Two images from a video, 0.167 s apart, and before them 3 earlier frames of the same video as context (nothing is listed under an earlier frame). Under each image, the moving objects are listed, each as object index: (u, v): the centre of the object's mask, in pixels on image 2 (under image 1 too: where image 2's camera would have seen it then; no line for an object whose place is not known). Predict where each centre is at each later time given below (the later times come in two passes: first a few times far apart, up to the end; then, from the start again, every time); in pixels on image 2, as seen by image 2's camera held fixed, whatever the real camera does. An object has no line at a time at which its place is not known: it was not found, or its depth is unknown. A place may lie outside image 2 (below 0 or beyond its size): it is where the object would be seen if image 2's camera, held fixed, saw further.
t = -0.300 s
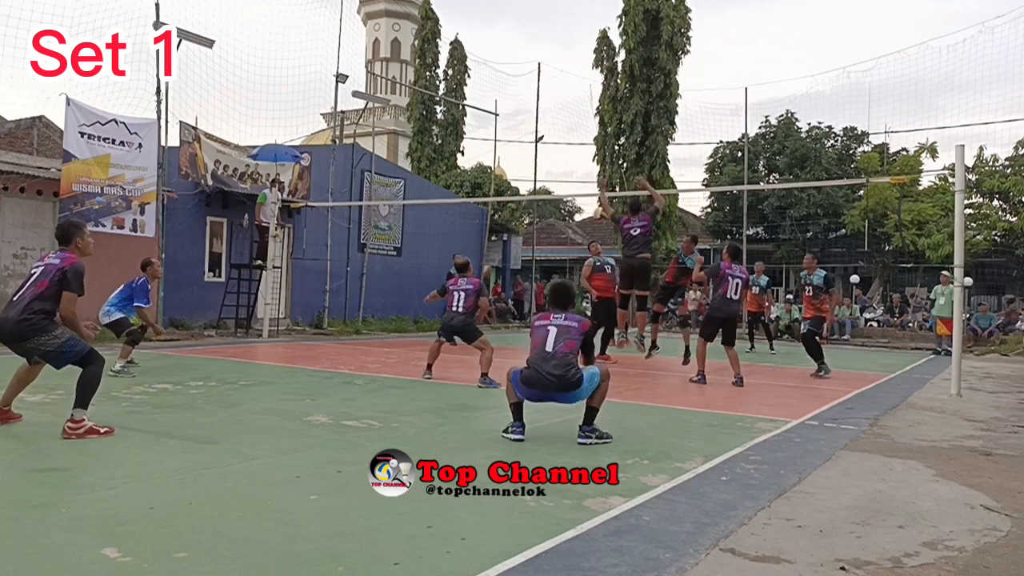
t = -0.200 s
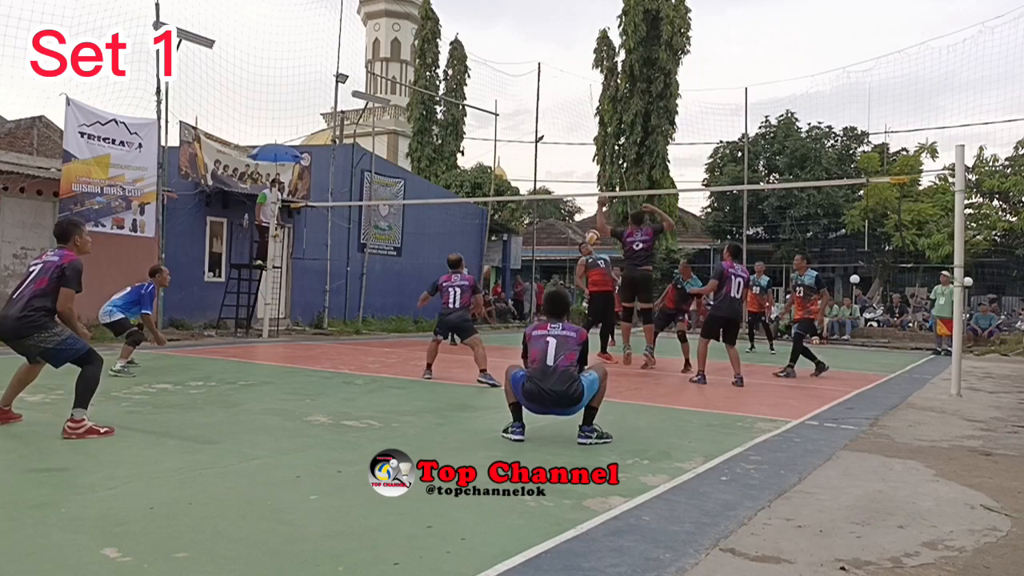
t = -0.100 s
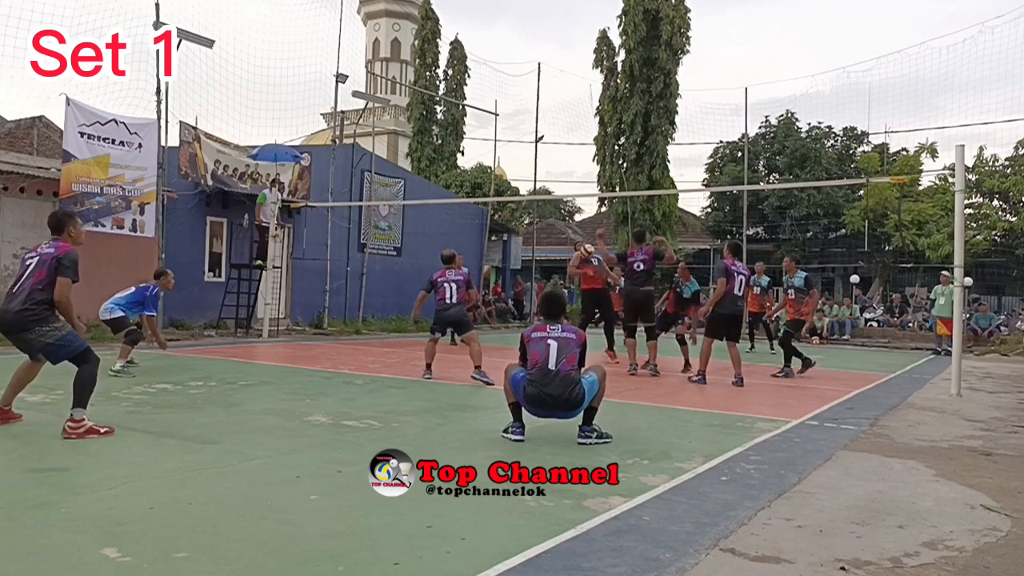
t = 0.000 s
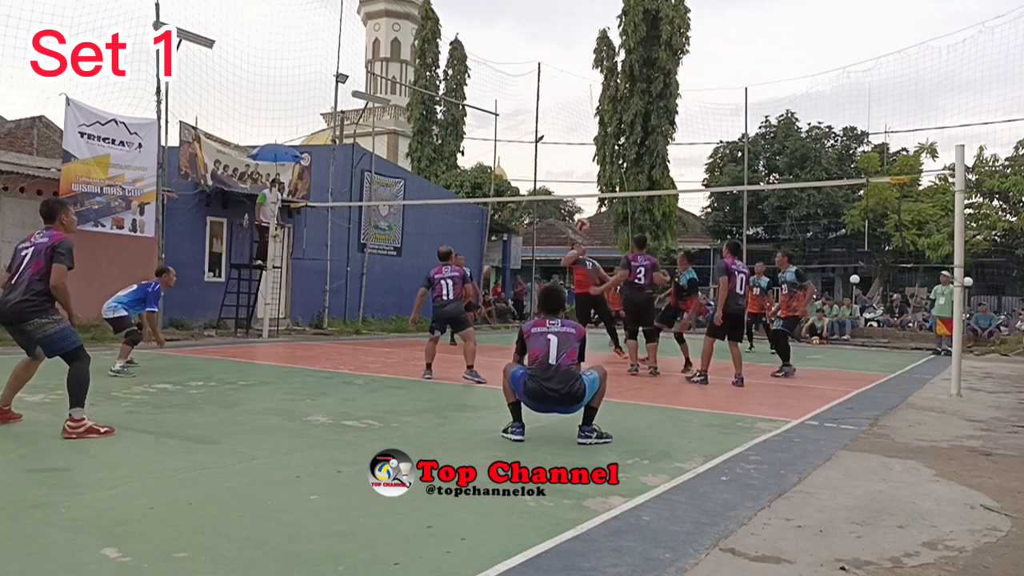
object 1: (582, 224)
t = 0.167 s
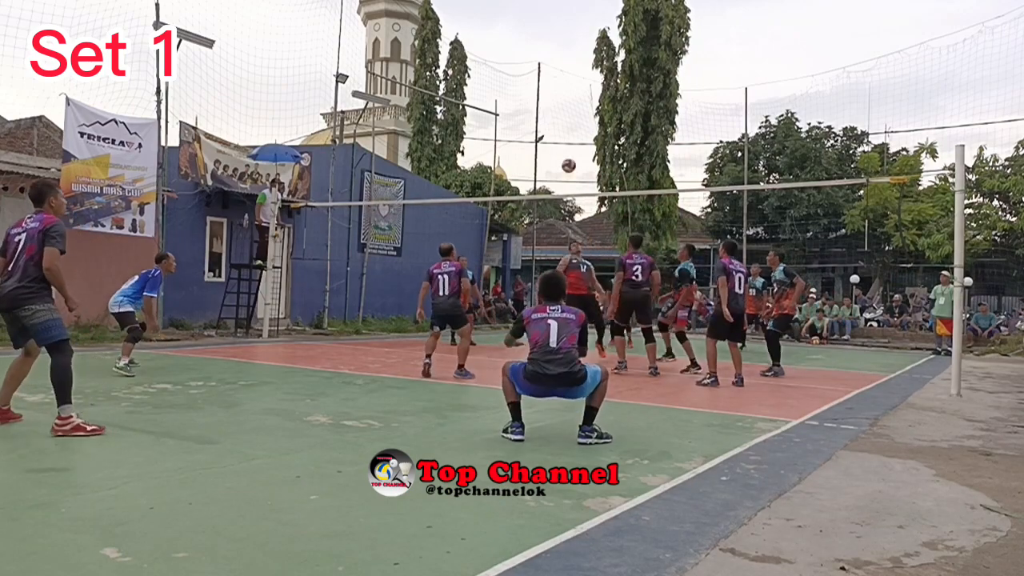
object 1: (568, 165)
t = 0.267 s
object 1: (560, 139)
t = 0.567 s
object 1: (535, 98)
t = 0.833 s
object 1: (511, 111)
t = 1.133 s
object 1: (481, 184)
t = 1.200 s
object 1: (474, 209)
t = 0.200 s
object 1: (566, 156)
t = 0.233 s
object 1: (563, 147)
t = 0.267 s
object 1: (560, 139)
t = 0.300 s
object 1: (558, 131)
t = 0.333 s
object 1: (555, 125)
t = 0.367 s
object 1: (552, 118)
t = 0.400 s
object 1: (549, 113)
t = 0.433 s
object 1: (547, 109)
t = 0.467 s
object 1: (544, 105)
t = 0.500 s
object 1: (541, 102)
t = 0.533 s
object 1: (538, 99)
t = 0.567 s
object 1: (535, 98)
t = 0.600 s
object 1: (532, 97)
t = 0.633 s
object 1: (529, 97)
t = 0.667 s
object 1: (526, 97)
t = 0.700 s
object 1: (523, 99)
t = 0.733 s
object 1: (520, 101)
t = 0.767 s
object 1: (517, 104)
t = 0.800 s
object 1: (514, 107)
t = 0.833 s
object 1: (511, 111)
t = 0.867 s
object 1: (507, 116)
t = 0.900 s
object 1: (504, 122)
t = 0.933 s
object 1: (501, 129)
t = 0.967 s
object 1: (498, 136)
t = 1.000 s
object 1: (494, 144)
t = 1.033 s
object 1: (491, 153)
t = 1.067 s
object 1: (487, 164)
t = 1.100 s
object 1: (484, 172)
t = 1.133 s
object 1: (481, 184)
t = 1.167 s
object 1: (478, 196)
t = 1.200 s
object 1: (474, 209)
